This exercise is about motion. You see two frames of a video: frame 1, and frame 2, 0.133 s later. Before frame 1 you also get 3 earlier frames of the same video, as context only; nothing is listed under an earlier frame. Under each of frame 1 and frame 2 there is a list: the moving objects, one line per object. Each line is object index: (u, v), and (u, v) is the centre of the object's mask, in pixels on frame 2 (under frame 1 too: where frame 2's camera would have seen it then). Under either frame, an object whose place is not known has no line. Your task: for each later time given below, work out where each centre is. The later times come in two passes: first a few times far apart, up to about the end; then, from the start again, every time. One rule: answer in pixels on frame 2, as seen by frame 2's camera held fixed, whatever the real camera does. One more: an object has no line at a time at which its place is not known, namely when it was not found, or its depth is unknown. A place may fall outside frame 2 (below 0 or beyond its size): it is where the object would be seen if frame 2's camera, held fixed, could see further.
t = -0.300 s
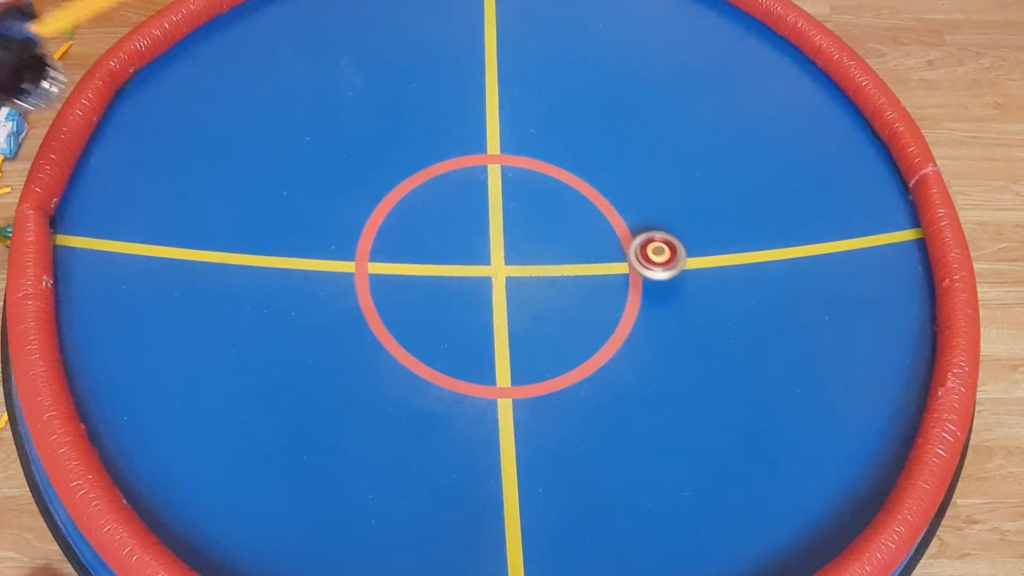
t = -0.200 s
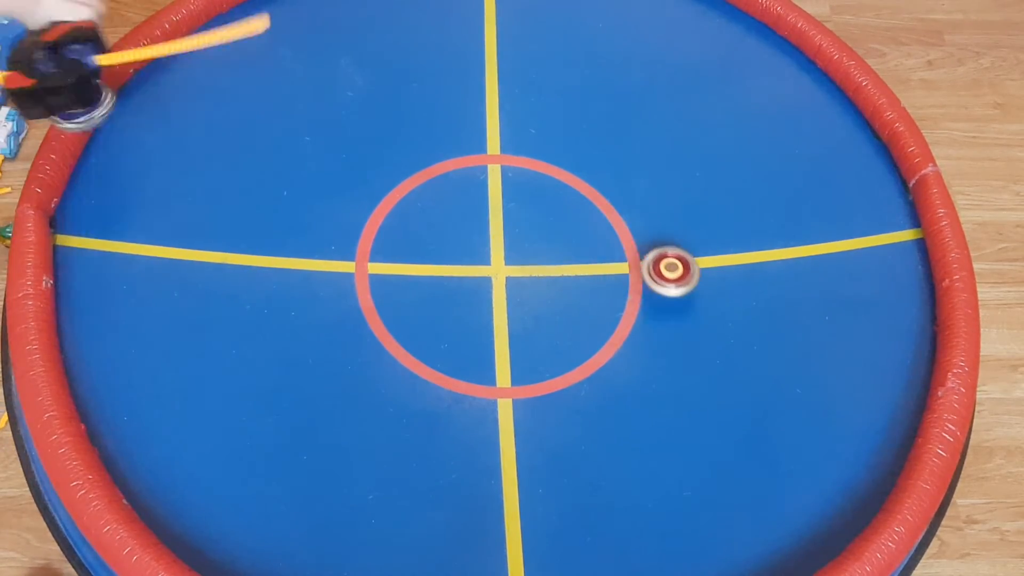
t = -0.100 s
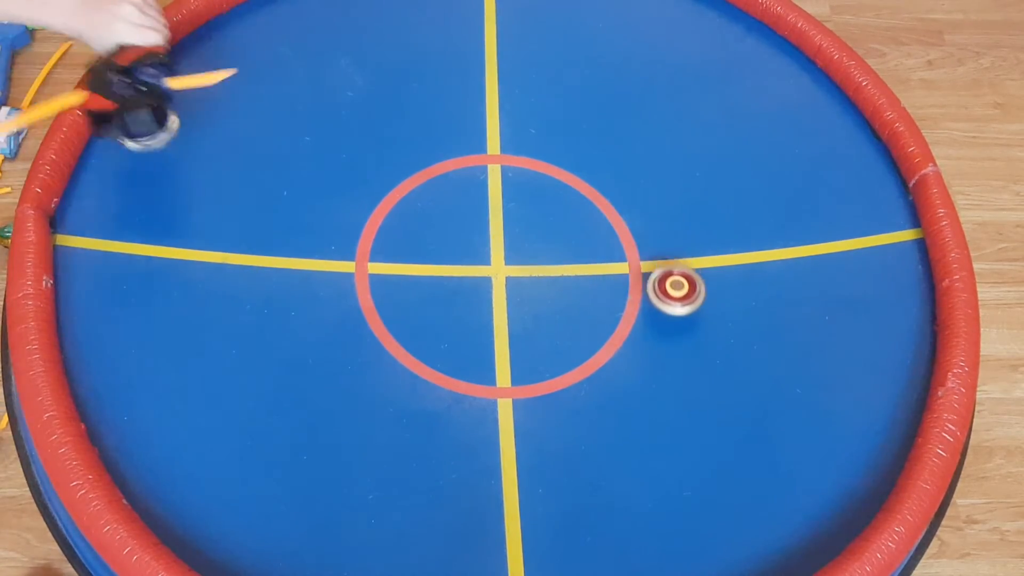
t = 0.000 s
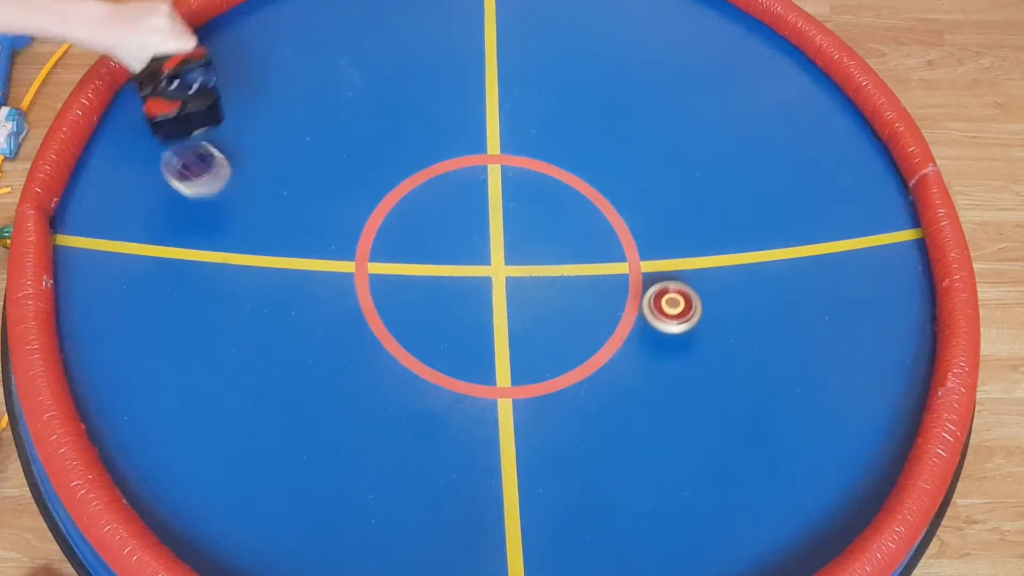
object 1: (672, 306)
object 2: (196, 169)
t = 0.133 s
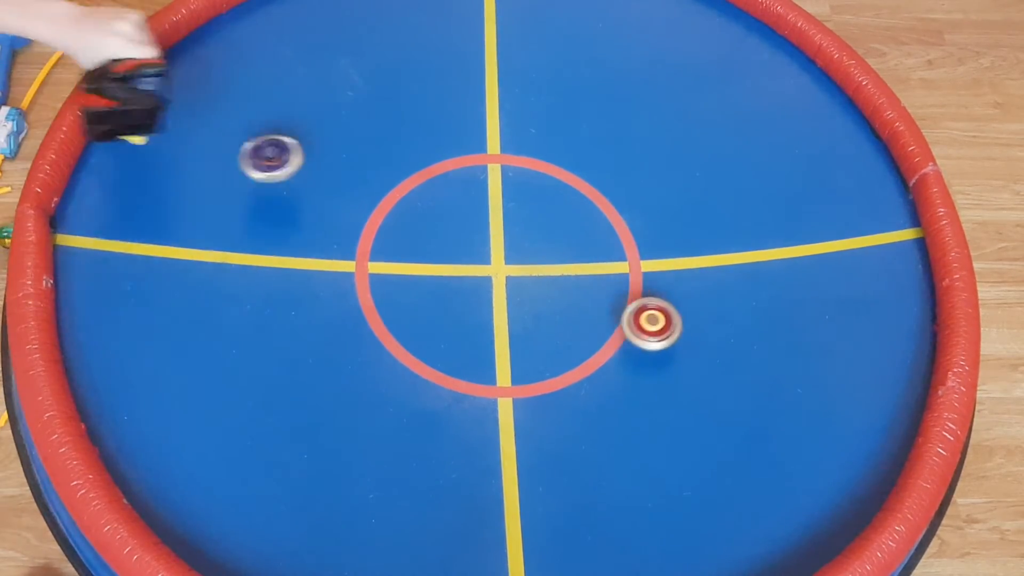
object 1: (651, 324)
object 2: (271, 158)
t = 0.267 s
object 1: (619, 330)
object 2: (340, 150)
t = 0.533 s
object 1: (550, 306)
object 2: (437, 122)
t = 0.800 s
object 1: (507, 258)
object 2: (510, 103)
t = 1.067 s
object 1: (495, 209)
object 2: (555, 104)
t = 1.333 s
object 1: (510, 173)
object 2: (595, 116)
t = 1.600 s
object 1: (546, 168)
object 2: (632, 136)
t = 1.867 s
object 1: (569, 203)
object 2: (660, 166)
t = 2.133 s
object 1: (552, 252)
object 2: (662, 207)
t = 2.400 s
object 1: (508, 286)
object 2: (625, 245)
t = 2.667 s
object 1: (454, 295)
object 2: (571, 267)
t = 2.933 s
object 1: (416, 282)
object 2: (511, 278)
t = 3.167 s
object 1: (408, 255)
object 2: (468, 279)
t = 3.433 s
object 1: (415, 216)
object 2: (448, 288)
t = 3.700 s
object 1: (449, 181)
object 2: (434, 307)
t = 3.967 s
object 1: (509, 183)
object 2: (418, 312)
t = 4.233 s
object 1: (562, 219)
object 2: (426, 301)
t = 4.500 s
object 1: (586, 271)
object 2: (464, 293)
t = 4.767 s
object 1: (577, 321)
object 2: (509, 288)
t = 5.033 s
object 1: (536, 350)
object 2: (557, 288)
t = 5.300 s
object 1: (489, 336)
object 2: (601, 295)
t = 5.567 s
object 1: (471, 295)
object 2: (630, 302)
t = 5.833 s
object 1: (489, 250)
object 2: (638, 307)
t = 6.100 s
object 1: (533, 223)
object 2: (622, 301)
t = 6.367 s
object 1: (581, 220)
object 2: (599, 282)
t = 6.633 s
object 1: (619, 172)
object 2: (573, 323)
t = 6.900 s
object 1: (651, 155)
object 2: (528, 330)
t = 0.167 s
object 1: (644, 326)
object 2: (292, 165)
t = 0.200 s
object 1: (636, 328)
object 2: (311, 172)
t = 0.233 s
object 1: (628, 330)
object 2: (325, 158)
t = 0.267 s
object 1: (619, 330)
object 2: (340, 150)
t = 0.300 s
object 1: (611, 330)
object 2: (355, 149)
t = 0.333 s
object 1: (601, 328)
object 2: (371, 154)
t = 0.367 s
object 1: (593, 326)
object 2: (384, 144)
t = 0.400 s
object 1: (584, 323)
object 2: (395, 134)
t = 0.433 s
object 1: (575, 320)
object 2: (407, 131)
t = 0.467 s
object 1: (567, 316)
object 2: (419, 131)
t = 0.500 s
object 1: (558, 311)
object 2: (428, 123)
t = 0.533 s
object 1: (550, 306)
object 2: (437, 122)
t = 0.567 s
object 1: (543, 302)
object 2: (447, 116)
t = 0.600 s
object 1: (537, 296)
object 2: (456, 112)
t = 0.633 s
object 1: (531, 290)
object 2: (466, 109)
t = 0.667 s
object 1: (525, 284)
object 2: (476, 107)
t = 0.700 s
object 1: (520, 278)
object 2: (486, 106)
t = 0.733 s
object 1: (515, 271)
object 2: (494, 104)
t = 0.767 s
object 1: (510, 264)
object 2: (502, 103)
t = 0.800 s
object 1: (507, 258)
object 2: (510, 103)
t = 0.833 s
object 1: (504, 252)
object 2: (516, 103)
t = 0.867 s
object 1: (502, 245)
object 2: (523, 102)
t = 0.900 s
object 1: (499, 239)
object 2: (528, 102)
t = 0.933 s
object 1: (497, 232)
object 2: (533, 102)
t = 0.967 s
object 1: (496, 226)
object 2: (539, 102)
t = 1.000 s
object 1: (495, 221)
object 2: (545, 102)
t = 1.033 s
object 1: (495, 214)
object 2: (550, 103)
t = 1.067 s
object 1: (495, 209)
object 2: (555, 104)
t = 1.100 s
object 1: (495, 203)
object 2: (560, 106)
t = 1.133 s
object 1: (496, 198)
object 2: (565, 107)
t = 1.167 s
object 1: (498, 192)
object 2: (570, 108)
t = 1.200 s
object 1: (499, 188)
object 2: (575, 109)
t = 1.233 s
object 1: (502, 183)
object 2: (580, 110)
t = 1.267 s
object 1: (504, 179)
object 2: (585, 112)
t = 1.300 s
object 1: (507, 176)
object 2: (590, 114)
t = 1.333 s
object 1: (510, 173)
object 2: (595, 116)
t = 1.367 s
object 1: (514, 170)
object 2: (600, 118)
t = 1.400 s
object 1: (518, 168)
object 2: (605, 120)
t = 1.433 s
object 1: (522, 167)
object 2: (609, 123)
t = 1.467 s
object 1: (527, 165)
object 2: (614, 125)
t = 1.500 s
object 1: (531, 165)
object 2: (619, 127)
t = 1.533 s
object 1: (537, 165)
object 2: (623, 130)
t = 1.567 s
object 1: (542, 166)
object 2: (628, 133)
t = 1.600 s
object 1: (546, 168)
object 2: (632, 136)
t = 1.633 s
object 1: (551, 171)
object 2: (635, 140)
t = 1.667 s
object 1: (555, 174)
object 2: (639, 143)
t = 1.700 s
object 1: (559, 177)
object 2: (642, 147)
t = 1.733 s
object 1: (562, 182)
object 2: (646, 151)
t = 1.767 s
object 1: (565, 186)
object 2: (649, 154)
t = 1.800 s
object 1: (567, 192)
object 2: (653, 158)
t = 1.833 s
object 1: (568, 197)
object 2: (656, 162)
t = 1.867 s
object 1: (569, 203)
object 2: (660, 166)
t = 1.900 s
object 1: (569, 209)
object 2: (663, 170)
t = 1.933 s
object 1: (568, 216)
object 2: (665, 175)
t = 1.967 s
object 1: (567, 222)
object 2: (666, 180)
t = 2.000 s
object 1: (565, 228)
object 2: (667, 185)
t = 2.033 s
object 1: (563, 235)
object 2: (667, 190)
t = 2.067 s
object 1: (560, 240)
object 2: (666, 196)
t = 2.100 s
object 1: (556, 246)
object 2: (664, 201)
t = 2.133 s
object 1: (552, 252)
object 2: (662, 207)
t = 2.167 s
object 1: (547, 257)
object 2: (660, 213)
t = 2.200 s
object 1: (543, 262)
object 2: (656, 218)
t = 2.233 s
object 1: (538, 267)
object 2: (652, 223)
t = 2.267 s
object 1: (532, 271)
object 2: (647, 228)
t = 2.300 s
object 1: (526, 276)
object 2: (642, 233)
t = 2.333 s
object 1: (520, 280)
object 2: (637, 237)
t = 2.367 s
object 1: (514, 283)
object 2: (631, 241)
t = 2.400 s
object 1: (508, 286)
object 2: (625, 245)
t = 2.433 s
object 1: (501, 288)
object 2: (619, 248)
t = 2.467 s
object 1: (494, 290)
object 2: (613, 251)
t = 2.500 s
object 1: (488, 292)
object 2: (606, 254)
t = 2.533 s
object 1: (481, 294)
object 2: (599, 257)
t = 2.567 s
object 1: (474, 295)
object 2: (592, 260)
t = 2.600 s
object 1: (467, 295)
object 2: (585, 263)
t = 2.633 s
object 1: (461, 295)
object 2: (578, 265)
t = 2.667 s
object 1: (454, 295)
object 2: (571, 267)
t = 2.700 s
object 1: (448, 295)
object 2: (563, 269)
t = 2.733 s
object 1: (442, 294)
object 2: (555, 271)
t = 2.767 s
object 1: (436, 293)
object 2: (548, 273)
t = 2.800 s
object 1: (431, 292)
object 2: (540, 274)
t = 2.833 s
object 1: (427, 290)
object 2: (533, 276)
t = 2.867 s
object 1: (422, 288)
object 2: (526, 277)
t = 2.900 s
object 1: (419, 285)
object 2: (518, 278)
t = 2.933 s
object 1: (416, 282)
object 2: (511, 278)
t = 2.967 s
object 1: (414, 279)
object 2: (504, 279)
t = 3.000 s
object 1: (412, 275)
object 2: (496, 279)
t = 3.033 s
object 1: (411, 271)
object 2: (489, 279)
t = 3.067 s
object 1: (411, 268)
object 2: (481, 279)
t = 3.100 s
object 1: (412, 264)
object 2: (474, 279)
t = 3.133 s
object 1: (411, 260)
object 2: (470, 279)
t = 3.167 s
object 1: (408, 255)
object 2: (468, 279)
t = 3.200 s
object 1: (407, 251)
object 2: (465, 279)
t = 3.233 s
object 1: (407, 247)
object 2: (462, 279)
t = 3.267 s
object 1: (408, 243)
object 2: (458, 279)
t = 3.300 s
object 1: (410, 239)
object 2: (454, 279)
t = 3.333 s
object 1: (412, 235)
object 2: (449, 279)
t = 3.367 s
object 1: (416, 232)
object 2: (445, 278)
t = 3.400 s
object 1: (415, 224)
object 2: (447, 283)
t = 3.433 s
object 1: (415, 216)
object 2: (448, 288)
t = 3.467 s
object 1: (416, 209)
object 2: (448, 292)
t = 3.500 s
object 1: (418, 203)
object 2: (448, 294)
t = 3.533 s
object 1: (421, 198)
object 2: (446, 297)
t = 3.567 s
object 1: (425, 193)
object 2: (444, 300)
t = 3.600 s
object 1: (430, 190)
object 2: (441, 301)
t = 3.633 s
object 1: (436, 186)
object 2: (439, 303)
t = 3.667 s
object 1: (442, 183)
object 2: (436, 306)
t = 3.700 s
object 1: (449, 181)
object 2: (434, 307)
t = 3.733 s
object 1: (455, 179)
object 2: (431, 309)
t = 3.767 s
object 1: (462, 177)
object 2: (429, 310)
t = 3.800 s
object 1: (471, 177)
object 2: (427, 312)
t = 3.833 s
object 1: (478, 177)
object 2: (424, 313)
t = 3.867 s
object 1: (486, 177)
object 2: (422, 313)
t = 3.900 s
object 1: (494, 178)
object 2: (420, 313)
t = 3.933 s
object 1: (501, 180)
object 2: (419, 313)
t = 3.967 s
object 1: (509, 183)
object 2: (418, 312)
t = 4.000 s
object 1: (517, 186)
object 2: (417, 312)
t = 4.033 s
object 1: (525, 190)
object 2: (417, 311)
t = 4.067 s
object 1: (531, 193)
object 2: (417, 310)
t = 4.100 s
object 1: (539, 197)
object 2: (418, 308)
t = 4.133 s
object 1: (545, 202)
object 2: (419, 306)
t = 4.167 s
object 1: (551, 207)
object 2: (421, 304)
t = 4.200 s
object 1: (557, 213)
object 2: (423, 302)
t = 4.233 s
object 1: (562, 219)
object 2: (426, 301)
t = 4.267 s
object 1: (567, 225)
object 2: (430, 300)
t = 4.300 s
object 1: (571, 231)
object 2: (434, 298)
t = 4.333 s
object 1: (575, 238)
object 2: (439, 297)
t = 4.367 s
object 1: (578, 244)
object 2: (443, 296)
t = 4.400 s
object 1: (581, 250)
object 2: (448, 295)
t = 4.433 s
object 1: (583, 257)
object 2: (454, 294)
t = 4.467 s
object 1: (585, 264)
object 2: (459, 294)
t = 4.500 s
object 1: (586, 271)
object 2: (464, 293)
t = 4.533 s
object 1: (587, 278)
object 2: (469, 292)
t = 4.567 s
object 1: (587, 285)
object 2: (474, 291)
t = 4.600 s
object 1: (587, 292)
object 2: (481, 290)
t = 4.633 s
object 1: (586, 299)
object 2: (486, 290)
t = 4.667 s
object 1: (585, 304)
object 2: (492, 289)
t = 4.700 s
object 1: (583, 310)
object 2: (497, 288)
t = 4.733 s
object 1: (581, 316)
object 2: (503, 288)
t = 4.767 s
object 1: (577, 321)
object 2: (509, 288)
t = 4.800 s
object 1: (574, 326)
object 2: (515, 287)
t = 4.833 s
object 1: (570, 331)
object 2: (521, 287)
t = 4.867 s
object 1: (565, 336)
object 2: (526, 287)
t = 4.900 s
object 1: (560, 340)
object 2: (533, 287)
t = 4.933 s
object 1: (554, 343)
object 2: (539, 287)
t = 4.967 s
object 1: (548, 346)
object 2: (545, 288)
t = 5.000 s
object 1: (542, 348)
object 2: (551, 288)
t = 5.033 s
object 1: (536, 350)
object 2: (557, 288)
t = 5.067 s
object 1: (530, 350)
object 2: (563, 289)
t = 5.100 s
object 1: (523, 351)
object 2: (569, 290)
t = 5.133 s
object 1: (517, 350)
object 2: (574, 291)
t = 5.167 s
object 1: (510, 349)
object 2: (580, 291)
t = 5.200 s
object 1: (504, 346)
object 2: (585, 292)
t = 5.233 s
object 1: (498, 343)
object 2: (590, 293)
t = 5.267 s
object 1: (493, 340)
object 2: (596, 294)
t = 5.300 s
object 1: (489, 336)
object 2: (601, 295)
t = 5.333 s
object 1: (486, 333)
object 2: (605, 295)
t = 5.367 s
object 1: (482, 328)
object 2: (610, 297)
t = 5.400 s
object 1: (478, 323)
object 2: (615, 298)
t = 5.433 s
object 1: (476, 317)
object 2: (618, 298)
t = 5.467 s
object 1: (474, 312)
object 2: (622, 299)
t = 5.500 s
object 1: (473, 306)
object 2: (625, 301)
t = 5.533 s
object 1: (471, 301)
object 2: (627, 302)
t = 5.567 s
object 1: (471, 295)
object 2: (630, 302)
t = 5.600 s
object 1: (472, 289)
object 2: (632, 304)
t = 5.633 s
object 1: (472, 283)
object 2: (634, 305)
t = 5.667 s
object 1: (474, 276)
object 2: (635, 305)
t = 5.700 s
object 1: (475, 271)
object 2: (637, 306)
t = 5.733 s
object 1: (478, 265)
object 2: (638, 306)
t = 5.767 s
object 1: (481, 260)
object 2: (638, 307)
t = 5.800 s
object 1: (485, 255)
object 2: (638, 307)
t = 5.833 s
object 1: (489, 250)
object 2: (638, 307)
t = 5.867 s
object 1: (494, 246)
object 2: (637, 307)
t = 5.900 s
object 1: (499, 241)
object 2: (636, 306)
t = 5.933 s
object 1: (504, 237)
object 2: (634, 306)
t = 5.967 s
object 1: (510, 234)
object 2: (632, 305)
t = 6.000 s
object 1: (515, 231)
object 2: (629, 304)
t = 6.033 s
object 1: (521, 228)
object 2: (627, 303)
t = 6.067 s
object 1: (527, 226)
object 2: (625, 303)
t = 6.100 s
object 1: (533, 223)
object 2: (622, 301)
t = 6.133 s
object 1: (539, 221)
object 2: (620, 300)
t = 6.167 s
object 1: (545, 220)
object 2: (617, 298)
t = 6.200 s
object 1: (552, 219)
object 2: (615, 297)
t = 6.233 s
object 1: (558, 218)
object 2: (612, 295)
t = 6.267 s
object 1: (564, 218)
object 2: (609, 292)
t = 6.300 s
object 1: (570, 218)
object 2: (605, 289)
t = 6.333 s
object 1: (576, 219)
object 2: (602, 286)
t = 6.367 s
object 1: (581, 220)
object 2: (599, 282)
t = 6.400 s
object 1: (587, 222)
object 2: (596, 279)
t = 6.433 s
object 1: (593, 223)
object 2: (593, 276)
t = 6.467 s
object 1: (598, 219)
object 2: (591, 281)
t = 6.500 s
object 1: (602, 203)
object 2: (588, 296)
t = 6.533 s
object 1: (606, 192)
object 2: (586, 306)
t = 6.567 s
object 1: (611, 183)
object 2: (582, 314)
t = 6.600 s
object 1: (615, 177)
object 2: (578, 320)
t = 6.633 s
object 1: (619, 172)
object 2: (573, 323)
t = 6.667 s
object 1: (624, 168)
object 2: (567, 325)
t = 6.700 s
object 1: (628, 165)
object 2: (562, 326)
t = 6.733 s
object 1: (632, 162)
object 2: (556, 328)
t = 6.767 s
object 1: (636, 160)
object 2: (551, 329)
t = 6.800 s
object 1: (640, 158)
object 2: (545, 330)
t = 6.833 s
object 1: (644, 156)
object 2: (539, 330)
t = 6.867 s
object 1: (648, 155)
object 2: (533, 330)
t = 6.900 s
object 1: (651, 155)
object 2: (528, 330)
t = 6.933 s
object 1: (655, 155)
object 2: (522, 330)
